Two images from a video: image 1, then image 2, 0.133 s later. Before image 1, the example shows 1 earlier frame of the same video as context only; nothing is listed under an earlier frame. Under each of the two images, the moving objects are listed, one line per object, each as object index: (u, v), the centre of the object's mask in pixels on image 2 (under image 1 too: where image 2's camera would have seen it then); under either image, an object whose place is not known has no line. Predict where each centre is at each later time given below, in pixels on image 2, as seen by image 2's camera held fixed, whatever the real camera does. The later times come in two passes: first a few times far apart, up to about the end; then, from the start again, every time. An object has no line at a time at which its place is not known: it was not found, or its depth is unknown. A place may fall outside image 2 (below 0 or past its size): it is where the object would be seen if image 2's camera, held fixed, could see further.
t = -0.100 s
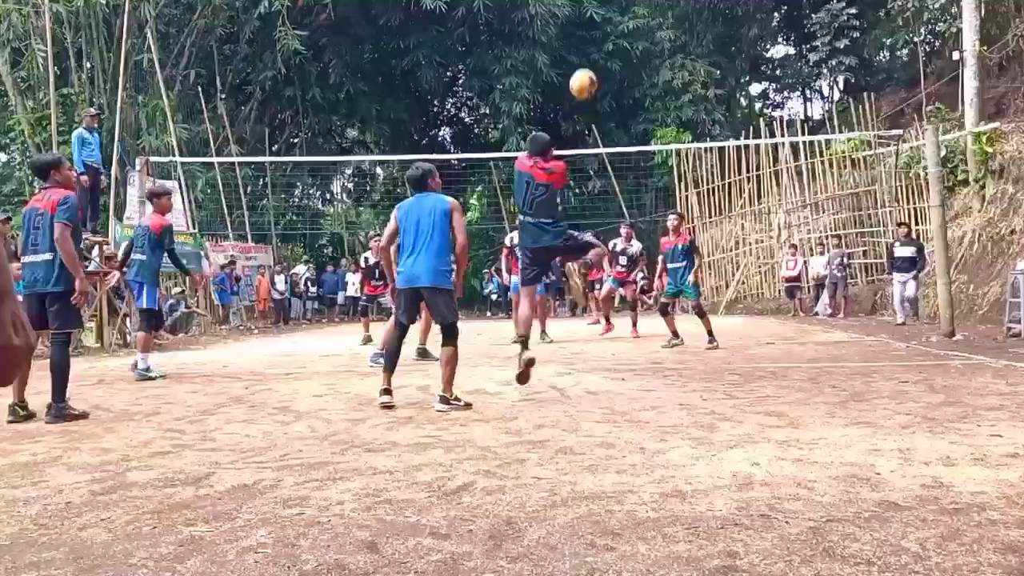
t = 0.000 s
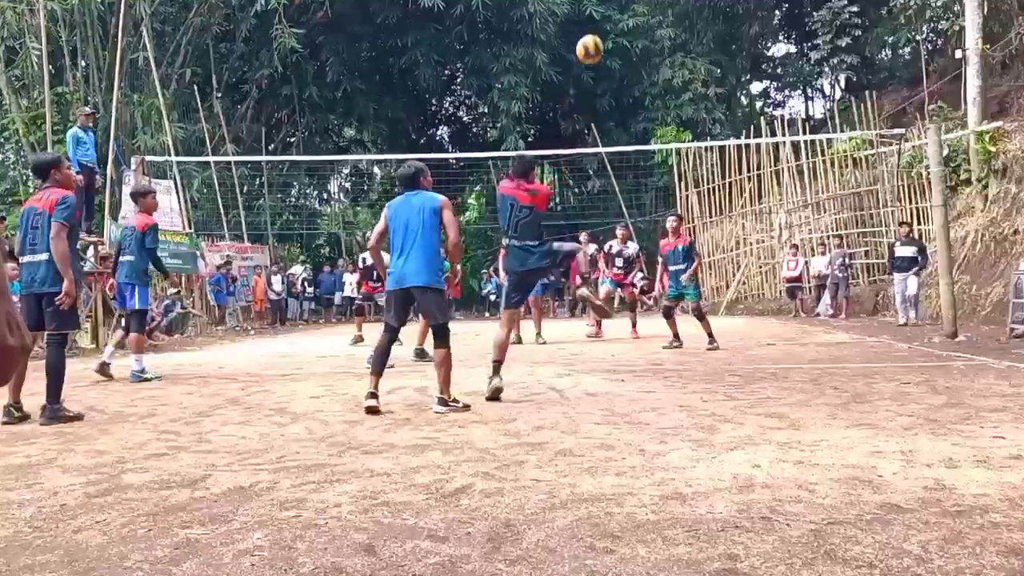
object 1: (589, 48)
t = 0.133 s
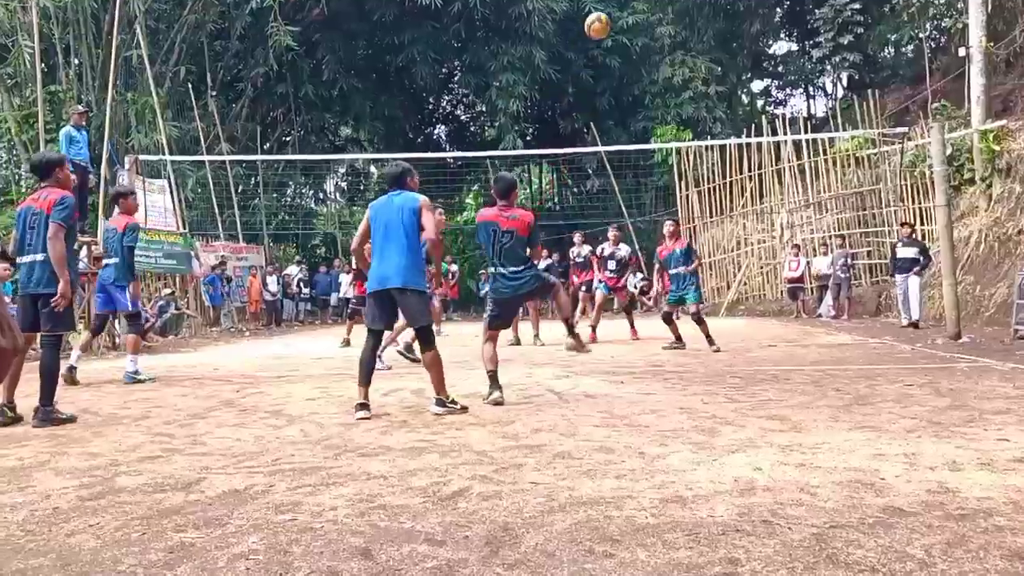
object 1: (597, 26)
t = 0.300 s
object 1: (607, 28)
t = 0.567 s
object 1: (621, 93)
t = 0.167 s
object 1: (599, 23)
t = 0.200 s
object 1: (601, 23)
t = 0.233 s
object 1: (603, 23)
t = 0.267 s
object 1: (604, 25)
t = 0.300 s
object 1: (607, 28)
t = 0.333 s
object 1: (608, 32)
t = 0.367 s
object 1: (610, 38)
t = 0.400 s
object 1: (612, 44)
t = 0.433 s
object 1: (614, 52)
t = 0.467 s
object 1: (616, 61)
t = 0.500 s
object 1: (617, 71)
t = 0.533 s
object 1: (619, 82)
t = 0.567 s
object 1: (621, 93)
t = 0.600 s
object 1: (623, 106)
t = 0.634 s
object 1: (624, 119)
